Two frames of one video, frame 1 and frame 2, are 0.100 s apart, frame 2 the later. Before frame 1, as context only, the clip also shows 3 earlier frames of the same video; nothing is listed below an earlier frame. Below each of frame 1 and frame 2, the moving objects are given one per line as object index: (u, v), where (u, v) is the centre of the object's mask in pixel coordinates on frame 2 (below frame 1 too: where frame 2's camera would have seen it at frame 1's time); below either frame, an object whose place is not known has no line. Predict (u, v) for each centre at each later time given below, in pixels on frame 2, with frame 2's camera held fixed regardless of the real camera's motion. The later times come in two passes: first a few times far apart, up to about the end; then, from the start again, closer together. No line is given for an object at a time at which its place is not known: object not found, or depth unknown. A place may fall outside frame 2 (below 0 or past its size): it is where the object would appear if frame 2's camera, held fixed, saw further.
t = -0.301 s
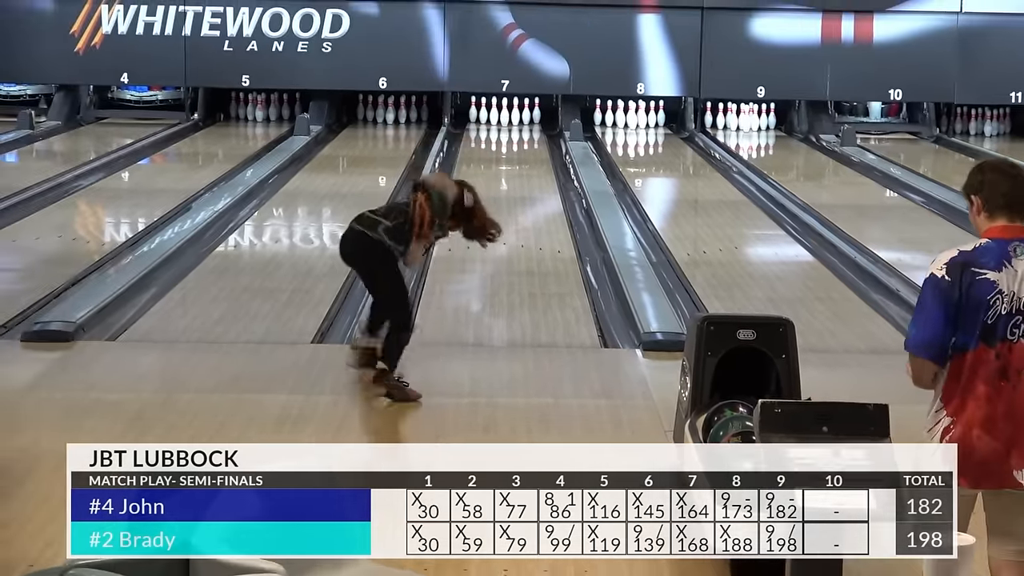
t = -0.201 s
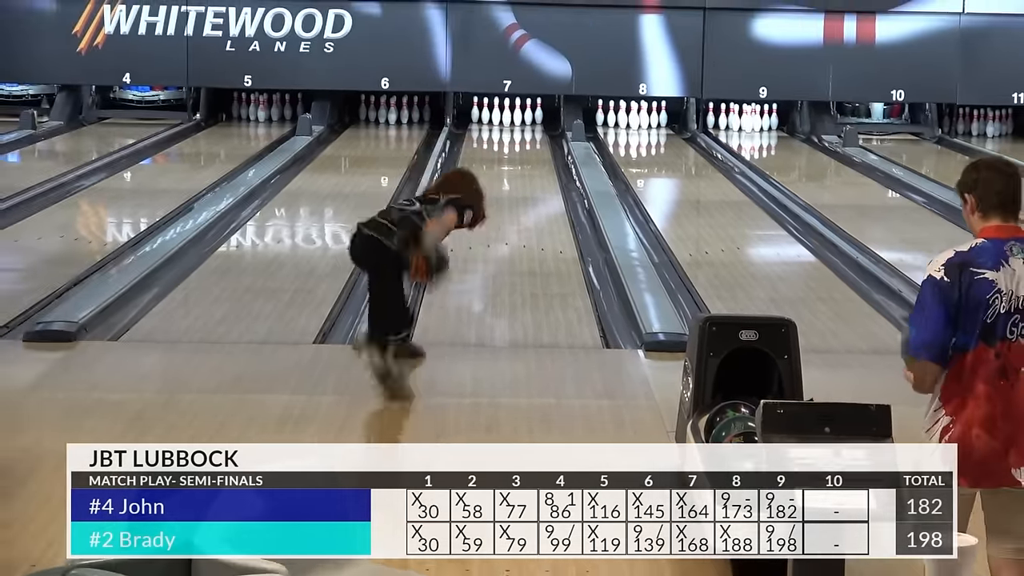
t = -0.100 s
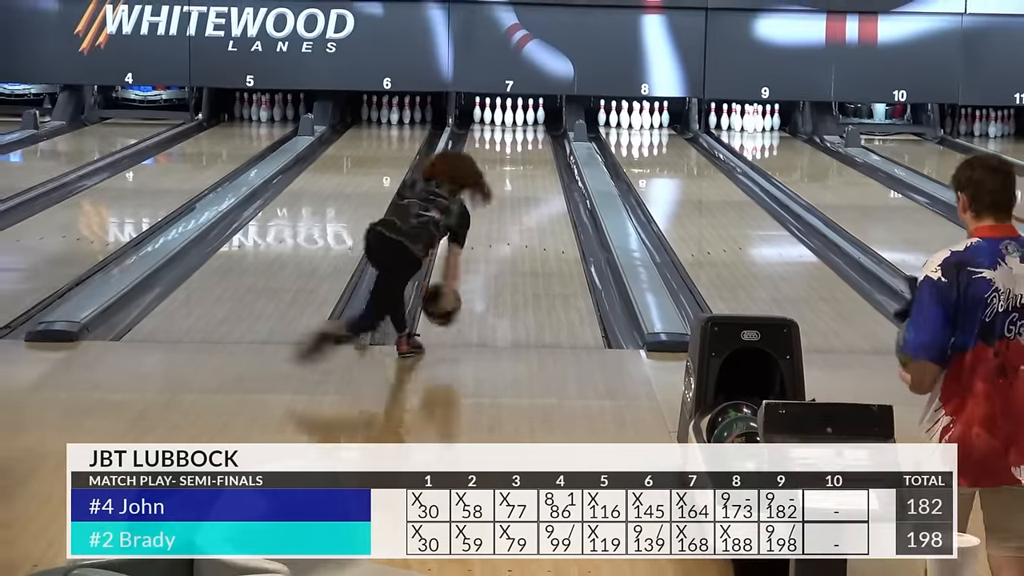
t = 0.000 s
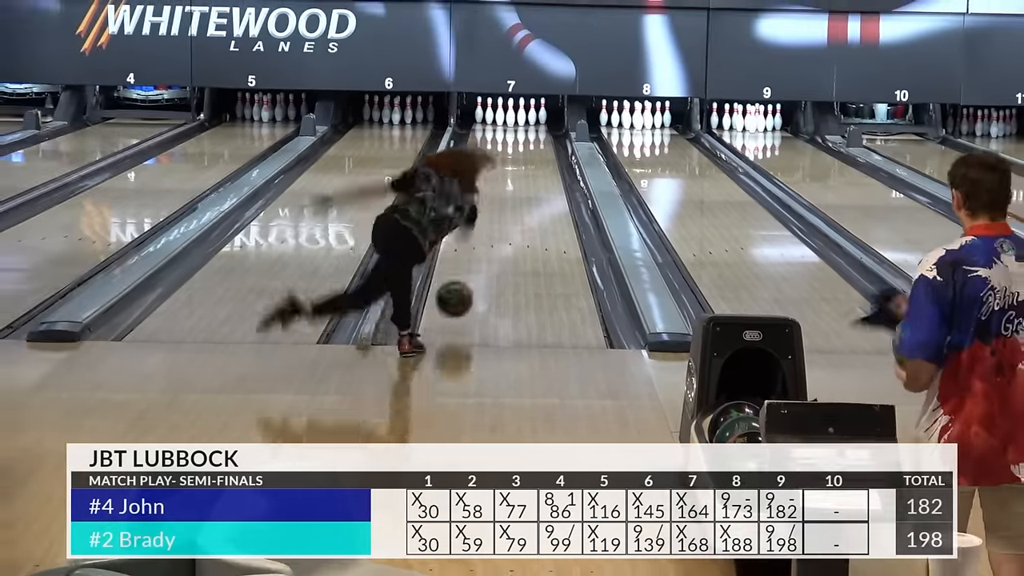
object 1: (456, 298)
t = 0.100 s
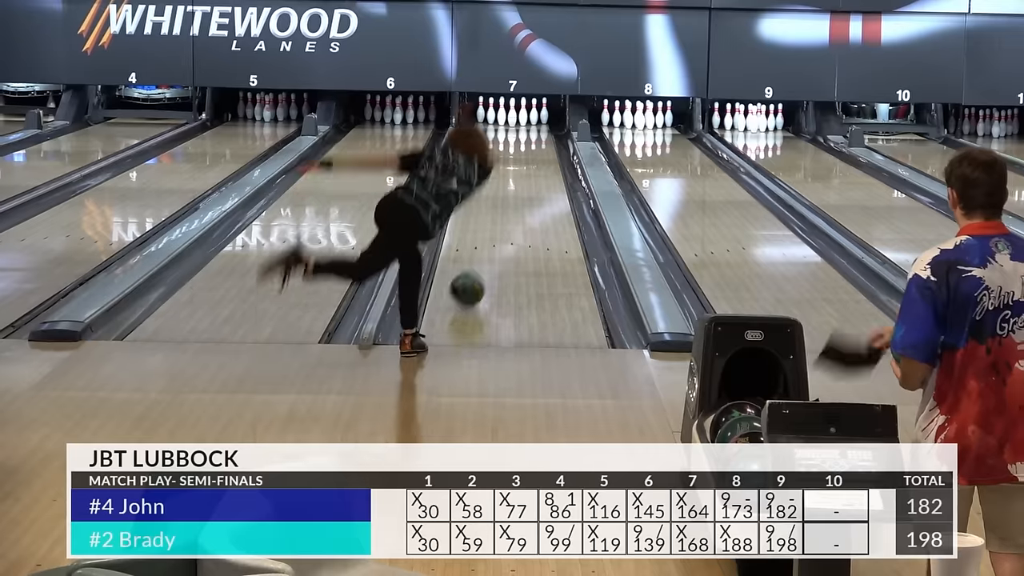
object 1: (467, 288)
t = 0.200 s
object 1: (477, 273)
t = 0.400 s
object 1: (493, 242)
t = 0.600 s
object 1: (505, 218)
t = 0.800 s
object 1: (516, 197)
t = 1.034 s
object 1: (522, 178)
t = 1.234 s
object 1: (527, 164)
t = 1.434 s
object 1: (531, 152)
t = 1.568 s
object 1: (532, 144)
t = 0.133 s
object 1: (470, 283)
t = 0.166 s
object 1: (474, 279)
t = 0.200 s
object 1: (477, 273)
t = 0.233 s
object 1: (480, 267)
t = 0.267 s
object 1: (483, 262)
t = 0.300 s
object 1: (485, 257)
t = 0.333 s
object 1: (488, 252)
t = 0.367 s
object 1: (491, 247)
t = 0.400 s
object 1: (493, 242)
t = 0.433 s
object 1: (495, 238)
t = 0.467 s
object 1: (497, 234)
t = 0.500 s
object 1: (499, 229)
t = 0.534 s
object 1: (502, 225)
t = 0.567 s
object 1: (503, 221)
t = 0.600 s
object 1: (505, 218)
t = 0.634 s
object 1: (507, 214)
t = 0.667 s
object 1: (508, 211)
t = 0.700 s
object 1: (510, 207)
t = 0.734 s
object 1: (512, 205)
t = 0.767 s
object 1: (519, 201)
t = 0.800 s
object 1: (516, 197)
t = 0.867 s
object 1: (517, 192)
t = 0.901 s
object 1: (518, 189)
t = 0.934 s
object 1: (519, 186)
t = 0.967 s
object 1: (521, 183)
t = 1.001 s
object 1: (522, 180)
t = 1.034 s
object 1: (522, 178)
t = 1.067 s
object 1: (523, 175)
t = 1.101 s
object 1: (524, 173)
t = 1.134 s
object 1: (525, 171)
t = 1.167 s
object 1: (526, 168)
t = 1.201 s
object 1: (527, 166)
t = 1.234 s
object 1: (527, 164)
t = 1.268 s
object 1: (528, 162)
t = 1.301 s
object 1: (529, 160)
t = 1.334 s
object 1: (530, 158)
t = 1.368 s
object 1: (530, 156)
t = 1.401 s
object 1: (530, 154)
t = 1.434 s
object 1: (531, 152)
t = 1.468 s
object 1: (531, 150)
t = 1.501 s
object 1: (531, 148)
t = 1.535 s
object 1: (532, 146)
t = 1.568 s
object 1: (532, 144)
